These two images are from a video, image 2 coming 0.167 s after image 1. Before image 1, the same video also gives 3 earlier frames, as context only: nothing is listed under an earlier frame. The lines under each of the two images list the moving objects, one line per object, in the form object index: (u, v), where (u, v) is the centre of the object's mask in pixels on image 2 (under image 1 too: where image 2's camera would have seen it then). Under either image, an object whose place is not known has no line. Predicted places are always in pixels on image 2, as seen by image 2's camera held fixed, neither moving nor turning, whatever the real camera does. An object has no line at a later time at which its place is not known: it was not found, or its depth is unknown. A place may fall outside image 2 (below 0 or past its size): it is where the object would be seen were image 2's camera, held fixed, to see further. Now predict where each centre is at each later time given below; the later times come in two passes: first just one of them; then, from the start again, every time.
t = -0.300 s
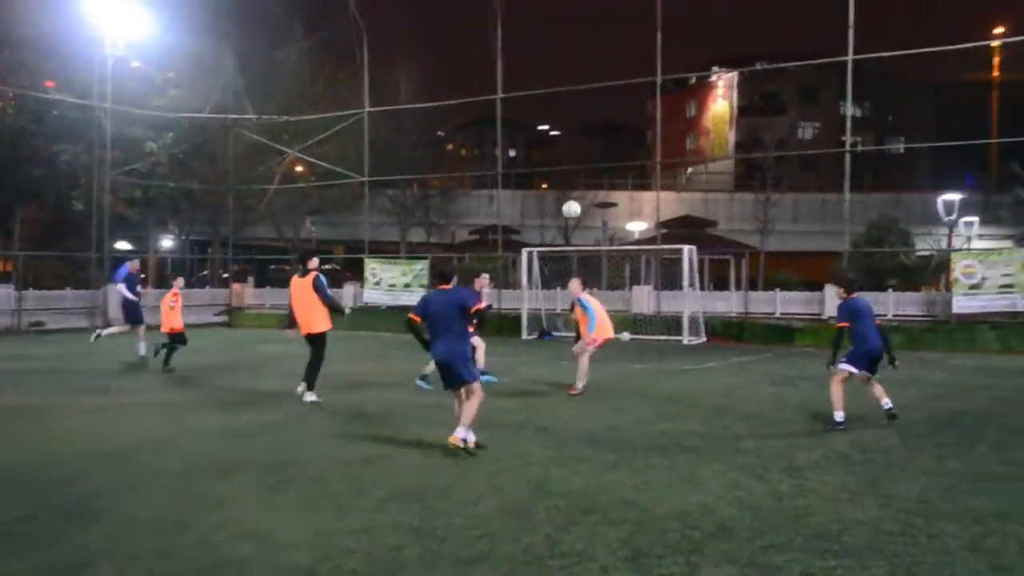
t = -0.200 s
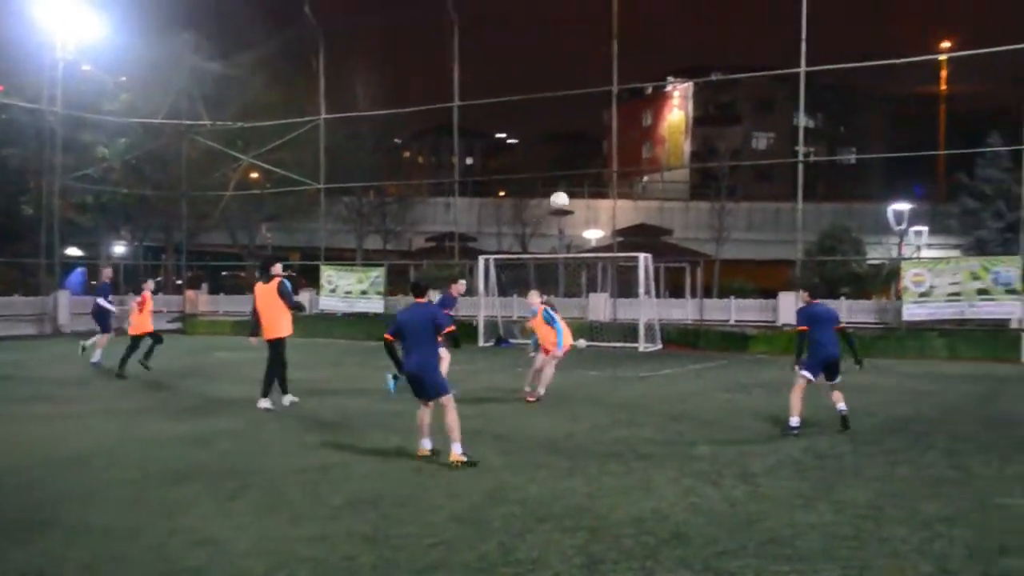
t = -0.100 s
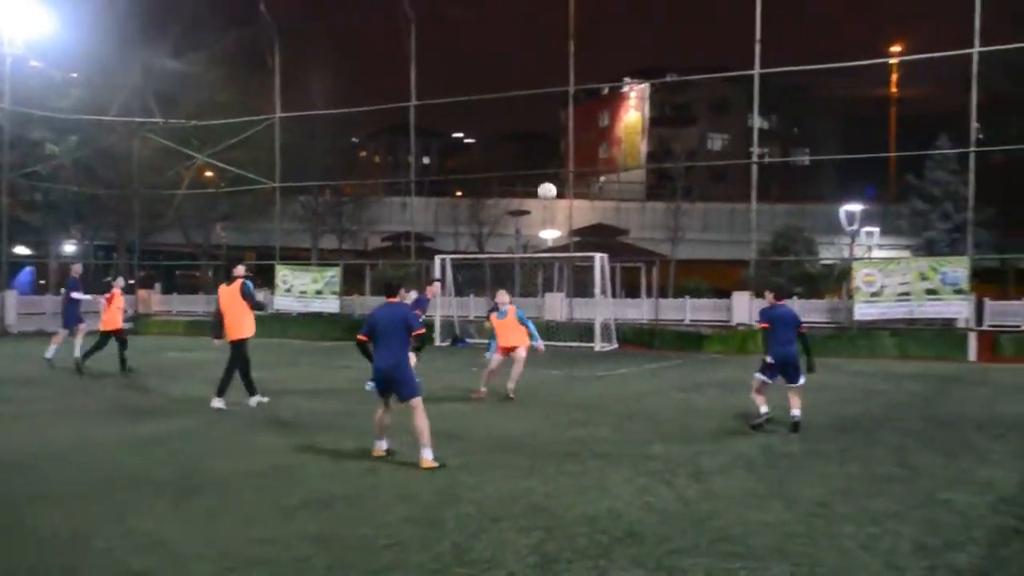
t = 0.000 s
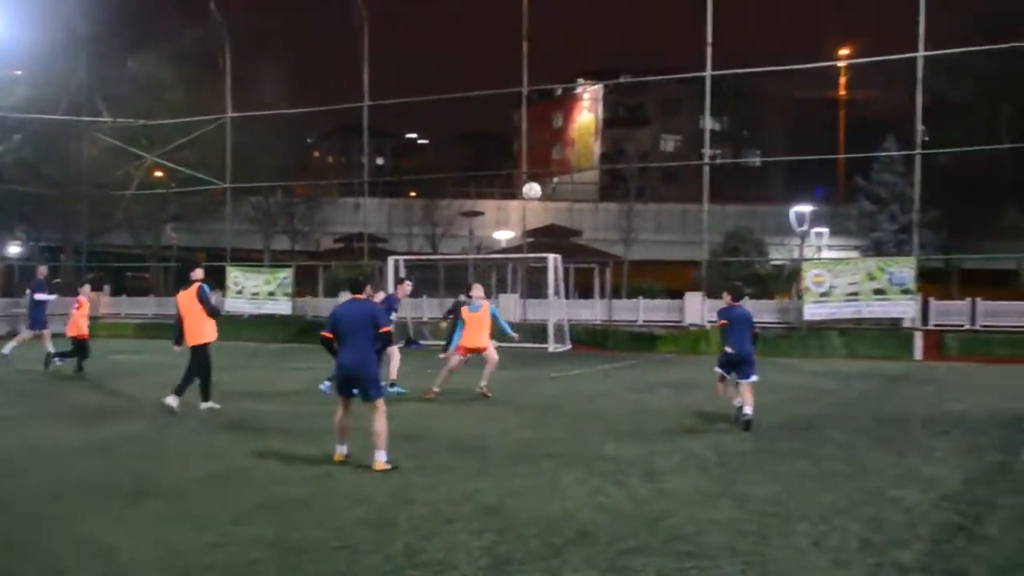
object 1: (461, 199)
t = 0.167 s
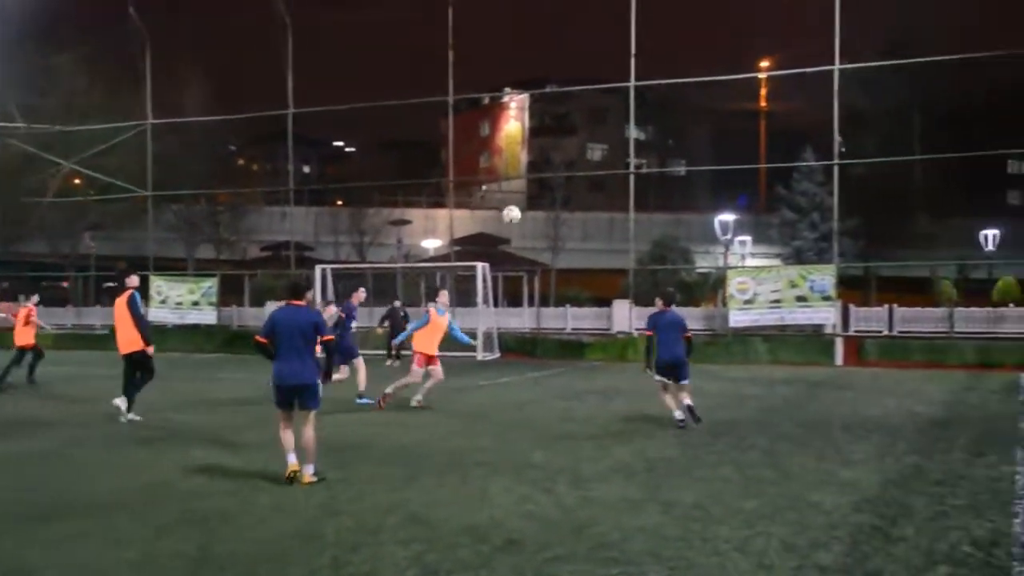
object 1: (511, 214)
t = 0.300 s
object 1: (552, 243)
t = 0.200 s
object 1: (522, 220)
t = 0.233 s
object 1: (532, 227)
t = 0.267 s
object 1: (542, 234)
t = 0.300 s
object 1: (552, 243)
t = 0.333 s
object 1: (563, 251)
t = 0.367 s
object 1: (573, 262)
